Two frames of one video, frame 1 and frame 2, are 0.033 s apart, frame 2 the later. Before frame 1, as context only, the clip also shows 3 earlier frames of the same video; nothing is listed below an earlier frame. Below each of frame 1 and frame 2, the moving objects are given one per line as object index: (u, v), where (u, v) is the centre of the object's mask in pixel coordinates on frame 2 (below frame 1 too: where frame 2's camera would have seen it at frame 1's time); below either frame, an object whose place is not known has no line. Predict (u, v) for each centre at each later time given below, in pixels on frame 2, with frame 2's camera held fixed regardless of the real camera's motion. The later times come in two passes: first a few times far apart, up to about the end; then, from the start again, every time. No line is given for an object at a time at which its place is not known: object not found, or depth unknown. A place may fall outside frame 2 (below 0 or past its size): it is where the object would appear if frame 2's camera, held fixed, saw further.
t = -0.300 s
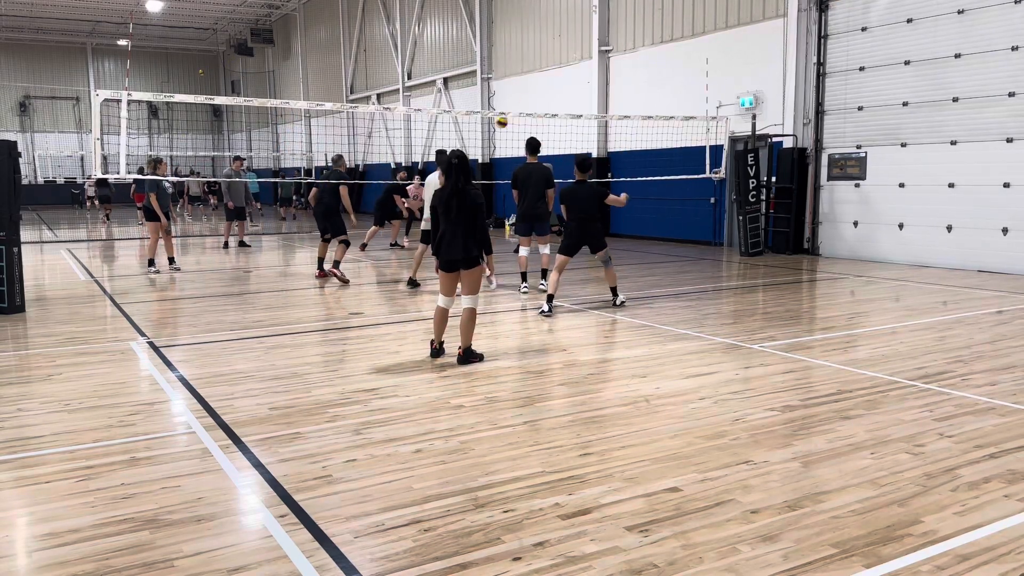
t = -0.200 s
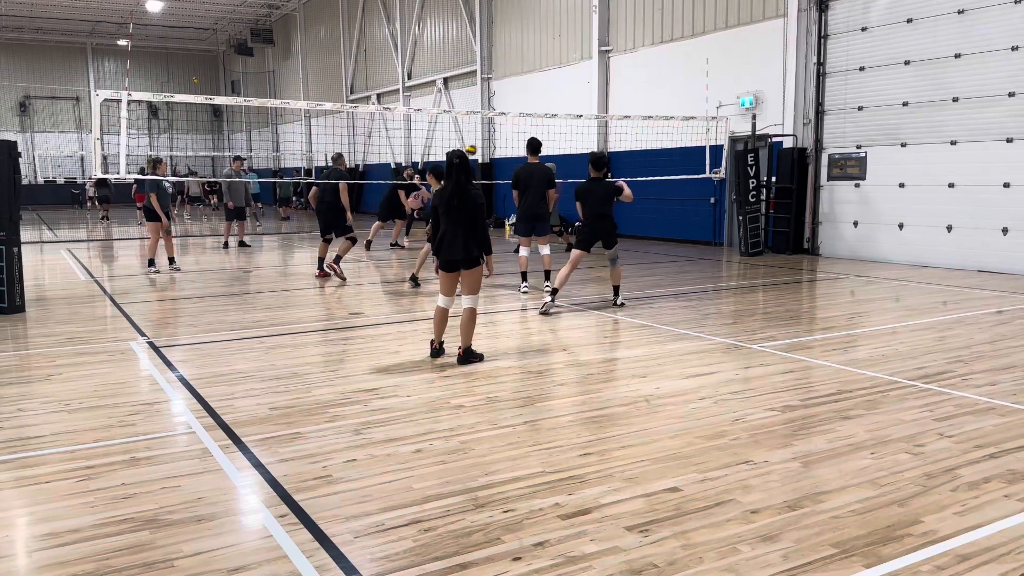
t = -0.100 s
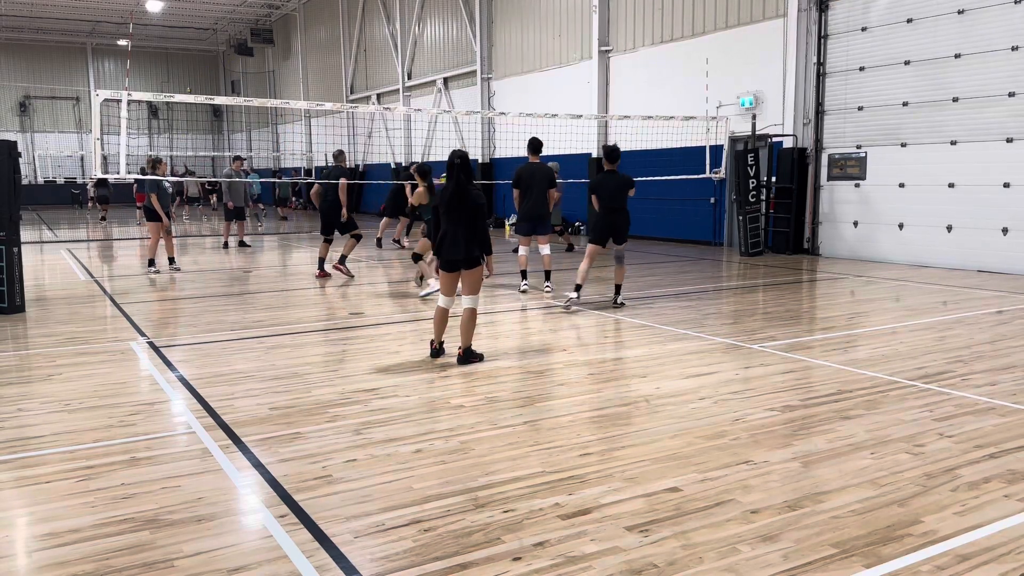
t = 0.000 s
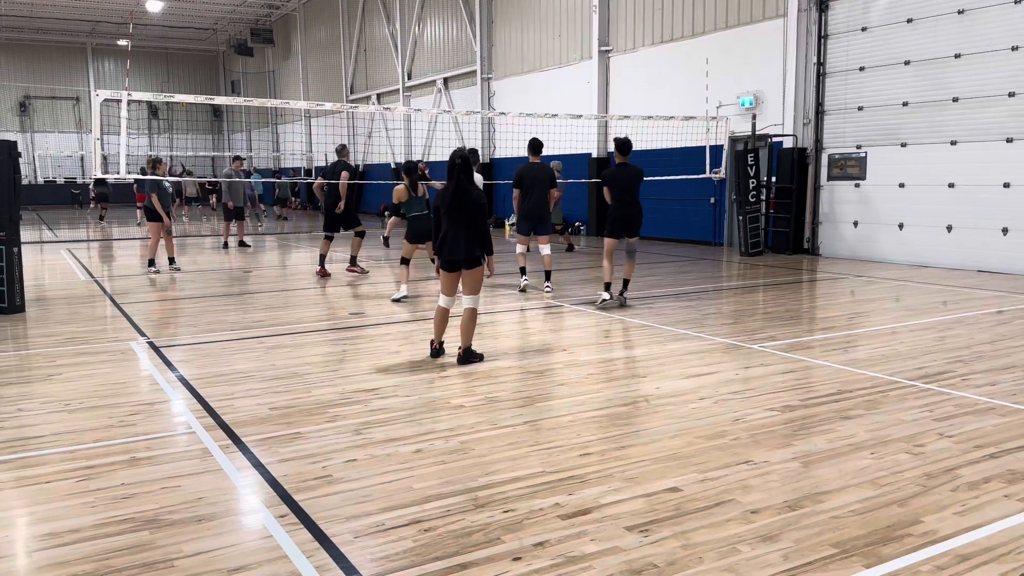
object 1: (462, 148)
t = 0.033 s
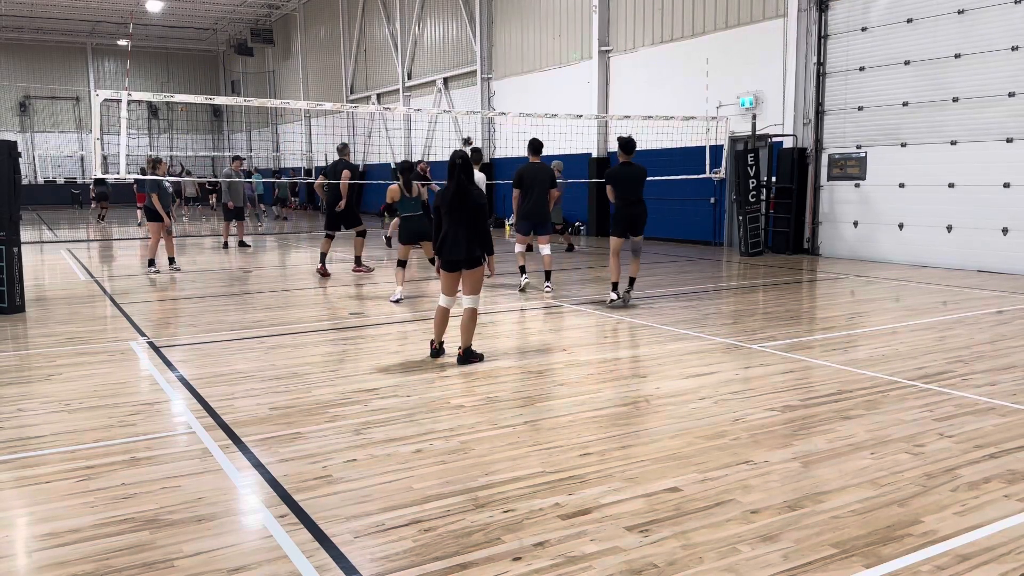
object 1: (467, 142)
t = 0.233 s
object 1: (505, 93)
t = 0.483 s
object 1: (562, 57)
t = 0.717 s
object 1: (628, 57)
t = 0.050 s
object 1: (470, 137)
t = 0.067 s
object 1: (473, 133)
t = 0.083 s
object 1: (476, 129)
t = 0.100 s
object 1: (479, 123)
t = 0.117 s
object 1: (482, 121)
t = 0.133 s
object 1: (485, 119)
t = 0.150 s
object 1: (489, 108)
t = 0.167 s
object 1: (492, 107)
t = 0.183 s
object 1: (495, 104)
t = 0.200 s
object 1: (498, 100)
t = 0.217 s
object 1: (501, 97)
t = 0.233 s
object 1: (505, 93)
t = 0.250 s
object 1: (509, 90)
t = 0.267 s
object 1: (512, 87)
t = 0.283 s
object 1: (516, 84)
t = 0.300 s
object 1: (519, 80)
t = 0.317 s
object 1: (523, 78)
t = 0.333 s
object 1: (527, 75)
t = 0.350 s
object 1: (530, 73)
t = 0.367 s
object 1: (534, 70)
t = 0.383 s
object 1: (538, 68)
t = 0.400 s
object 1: (542, 66)
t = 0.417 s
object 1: (545, 64)
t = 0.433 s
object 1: (550, 62)
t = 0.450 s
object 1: (553, 60)
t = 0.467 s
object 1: (558, 59)
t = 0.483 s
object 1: (562, 57)
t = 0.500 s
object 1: (566, 57)
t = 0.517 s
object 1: (570, 55)
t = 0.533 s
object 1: (575, 54)
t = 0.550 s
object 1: (580, 54)
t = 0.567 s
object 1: (584, 53)
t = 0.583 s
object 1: (589, 52)
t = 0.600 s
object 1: (594, 52)
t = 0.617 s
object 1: (598, 52)
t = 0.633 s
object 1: (604, 52)
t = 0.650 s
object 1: (608, 53)
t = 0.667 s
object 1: (613, 53)
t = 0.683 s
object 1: (618, 54)
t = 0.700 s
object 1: (623, 55)
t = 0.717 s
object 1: (628, 57)
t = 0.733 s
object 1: (633, 58)
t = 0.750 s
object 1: (639, 60)
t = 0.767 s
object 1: (644, 62)
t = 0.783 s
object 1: (650, 65)
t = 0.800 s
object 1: (655, 68)
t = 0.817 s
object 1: (660, 70)
